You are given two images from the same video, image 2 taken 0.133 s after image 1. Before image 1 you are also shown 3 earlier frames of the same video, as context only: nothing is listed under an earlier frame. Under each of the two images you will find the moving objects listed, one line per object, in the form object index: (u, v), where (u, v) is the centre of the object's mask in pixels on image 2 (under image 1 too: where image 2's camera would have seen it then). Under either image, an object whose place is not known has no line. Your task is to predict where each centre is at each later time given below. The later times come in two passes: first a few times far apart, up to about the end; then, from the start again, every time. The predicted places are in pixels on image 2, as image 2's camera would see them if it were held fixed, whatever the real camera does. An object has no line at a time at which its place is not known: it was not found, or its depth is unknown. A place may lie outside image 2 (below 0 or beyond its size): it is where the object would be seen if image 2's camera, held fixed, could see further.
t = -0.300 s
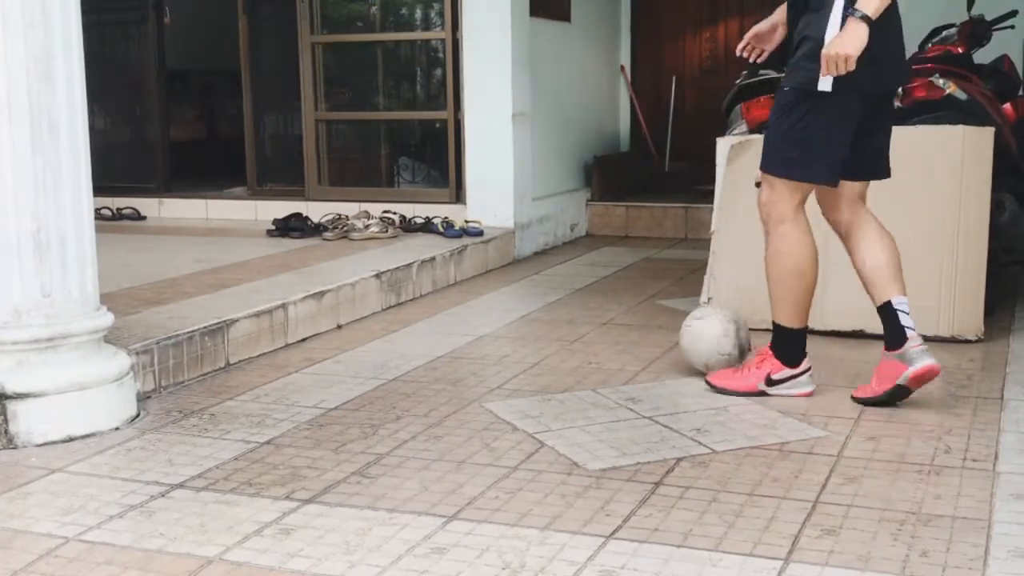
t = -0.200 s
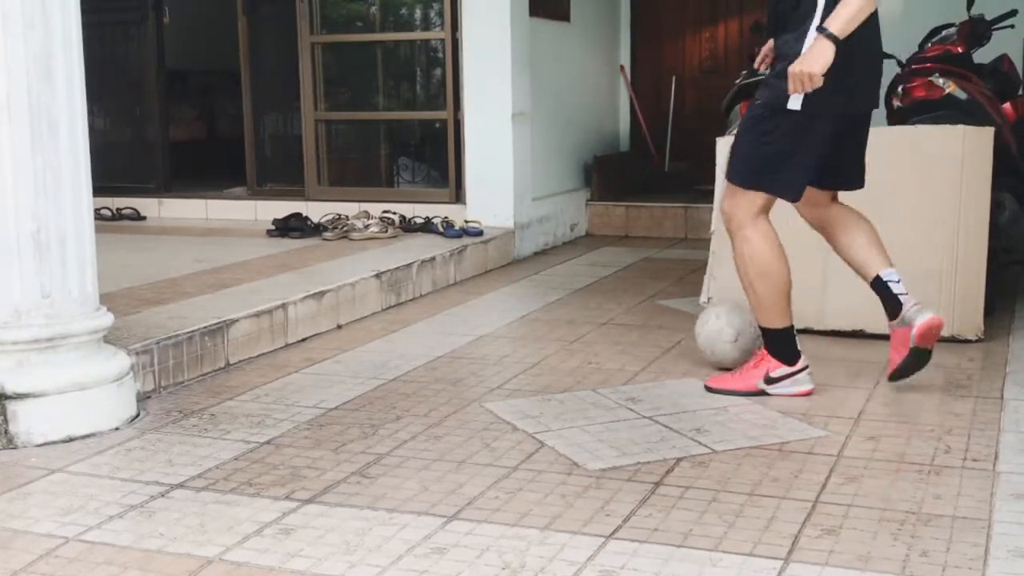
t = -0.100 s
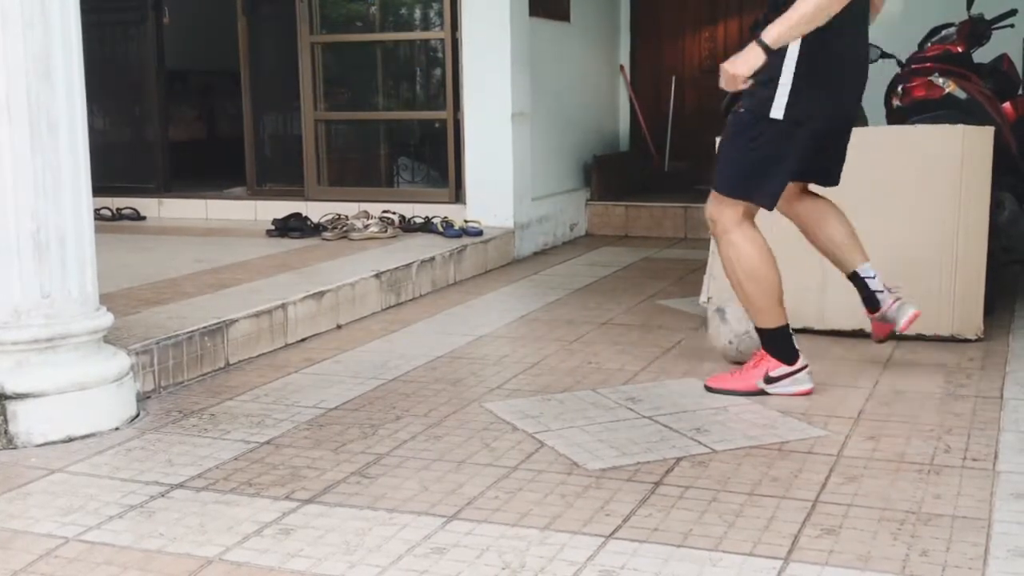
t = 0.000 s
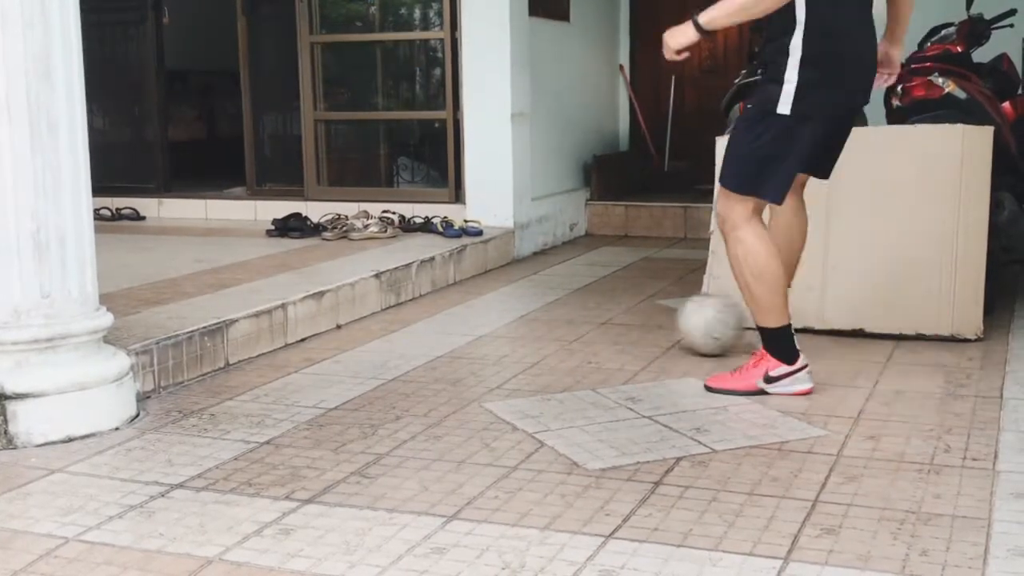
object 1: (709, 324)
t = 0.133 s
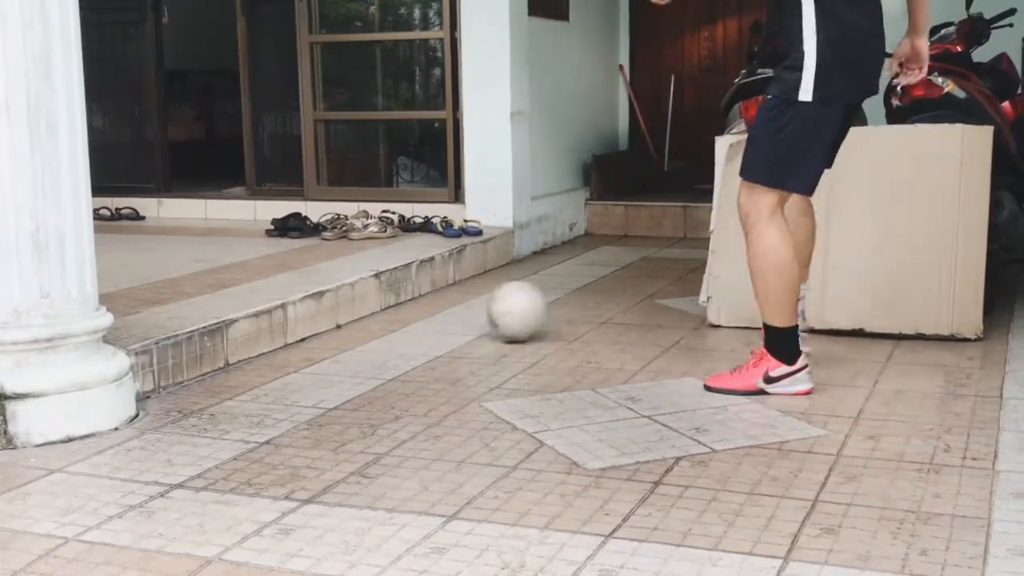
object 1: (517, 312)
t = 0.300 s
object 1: (366, 300)
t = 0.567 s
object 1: (527, 307)
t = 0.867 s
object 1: (642, 311)
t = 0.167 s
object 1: (474, 310)
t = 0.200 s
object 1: (435, 308)
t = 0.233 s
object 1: (397, 306)
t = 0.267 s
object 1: (361, 304)
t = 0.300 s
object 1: (366, 300)
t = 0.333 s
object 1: (388, 297)
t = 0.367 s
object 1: (411, 298)
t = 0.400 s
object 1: (435, 301)
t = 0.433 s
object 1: (458, 306)
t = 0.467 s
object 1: (475, 305)
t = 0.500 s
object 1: (493, 304)
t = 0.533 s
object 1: (511, 307)
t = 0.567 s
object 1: (527, 307)
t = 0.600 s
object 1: (542, 307)
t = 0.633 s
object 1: (556, 308)
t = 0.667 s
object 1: (568, 308)
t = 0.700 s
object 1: (580, 310)
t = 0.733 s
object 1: (593, 310)
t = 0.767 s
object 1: (606, 310)
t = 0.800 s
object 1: (618, 309)
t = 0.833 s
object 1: (630, 310)
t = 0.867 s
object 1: (642, 311)
